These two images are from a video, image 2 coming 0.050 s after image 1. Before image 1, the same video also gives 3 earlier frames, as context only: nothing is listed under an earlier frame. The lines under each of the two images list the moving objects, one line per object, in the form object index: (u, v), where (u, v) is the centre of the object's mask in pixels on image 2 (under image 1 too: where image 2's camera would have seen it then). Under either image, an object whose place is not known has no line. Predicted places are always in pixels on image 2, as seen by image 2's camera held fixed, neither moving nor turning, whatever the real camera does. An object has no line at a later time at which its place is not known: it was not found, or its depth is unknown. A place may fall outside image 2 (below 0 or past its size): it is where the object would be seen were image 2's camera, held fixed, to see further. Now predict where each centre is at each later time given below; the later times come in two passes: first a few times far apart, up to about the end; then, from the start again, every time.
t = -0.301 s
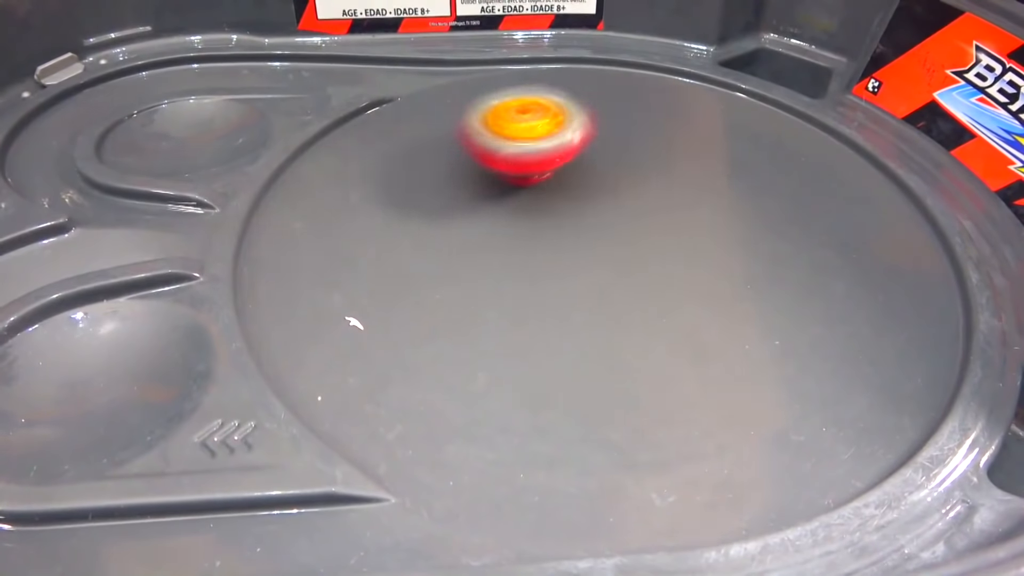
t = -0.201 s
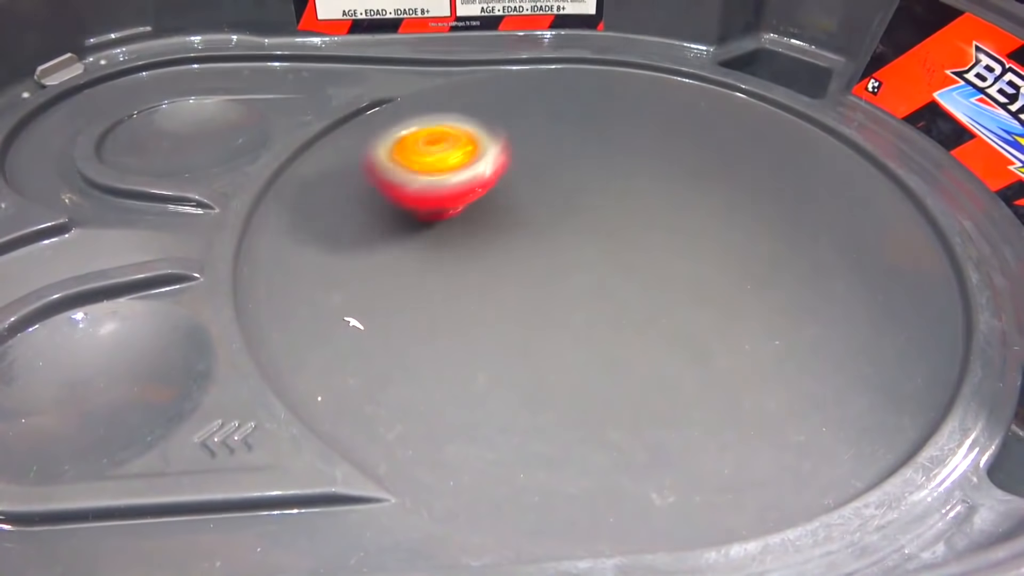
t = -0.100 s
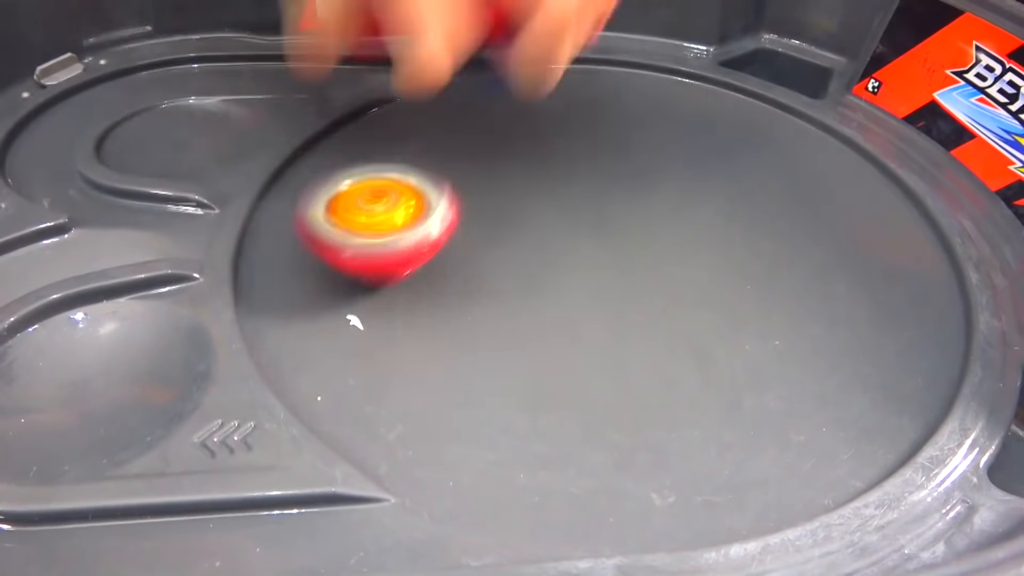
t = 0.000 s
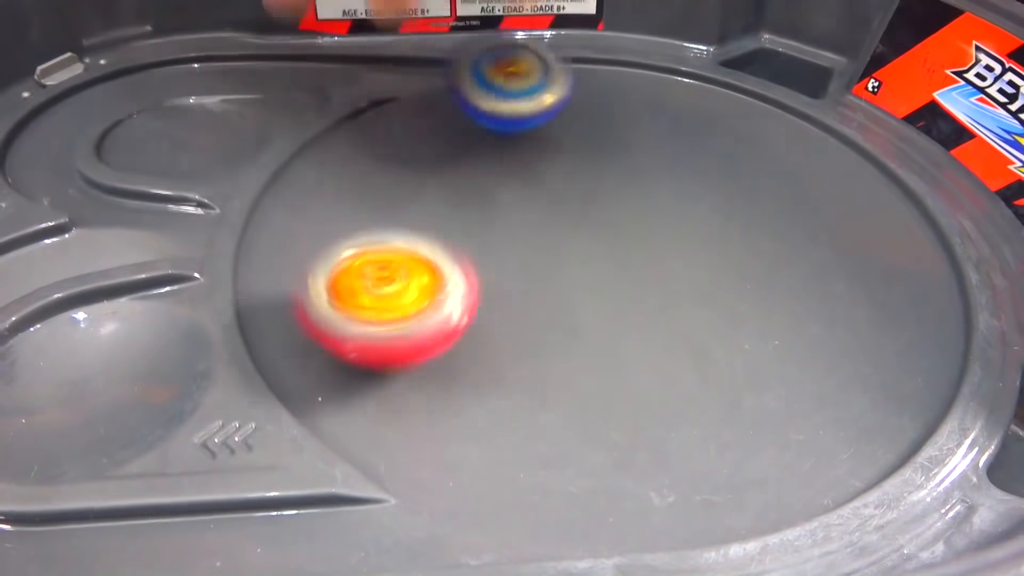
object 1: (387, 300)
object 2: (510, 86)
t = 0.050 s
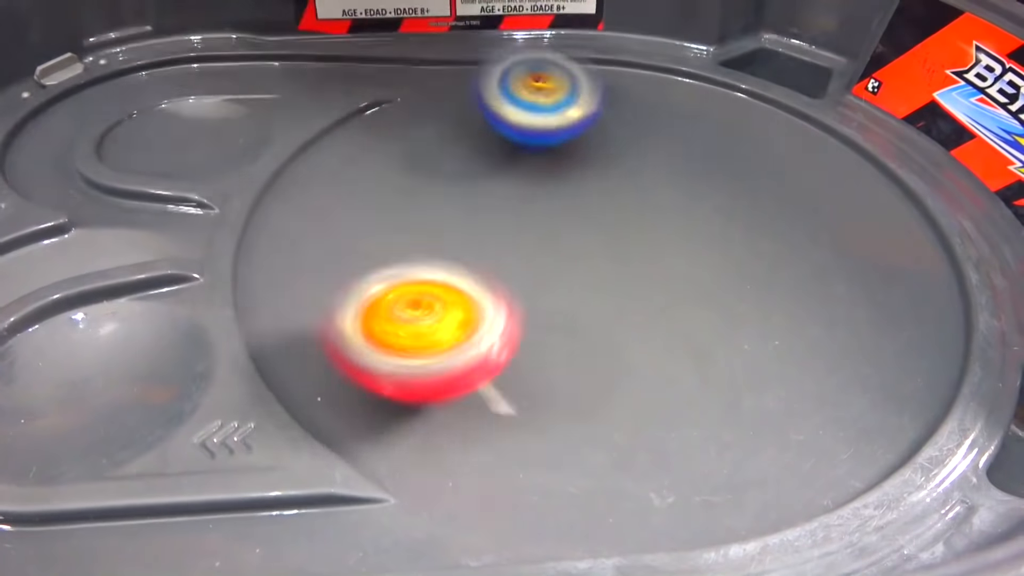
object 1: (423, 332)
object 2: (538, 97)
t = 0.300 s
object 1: (759, 303)
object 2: (720, 139)
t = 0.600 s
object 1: (644, 290)
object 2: (634, 58)
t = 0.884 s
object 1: (433, 328)
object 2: (567, 140)
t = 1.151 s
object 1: (556, 373)
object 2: (738, 56)
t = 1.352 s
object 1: (638, 228)
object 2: (685, 77)
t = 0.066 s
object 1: (440, 340)
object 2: (550, 101)
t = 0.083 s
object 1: (459, 350)
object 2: (563, 103)
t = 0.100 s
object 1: (482, 355)
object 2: (574, 106)
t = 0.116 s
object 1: (505, 362)
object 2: (588, 110)
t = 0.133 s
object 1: (530, 364)
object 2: (601, 112)
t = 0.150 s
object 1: (555, 368)
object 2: (614, 115)
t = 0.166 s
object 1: (582, 367)
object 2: (627, 118)
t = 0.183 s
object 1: (610, 366)
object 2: (639, 122)
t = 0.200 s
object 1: (636, 361)
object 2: (653, 124)
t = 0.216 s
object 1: (660, 356)
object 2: (665, 127)
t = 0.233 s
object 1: (684, 348)
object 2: (677, 130)
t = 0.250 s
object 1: (709, 338)
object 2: (690, 133)
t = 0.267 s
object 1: (728, 327)
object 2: (701, 134)
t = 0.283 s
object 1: (745, 317)
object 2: (711, 136)
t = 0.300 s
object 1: (759, 303)
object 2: (720, 139)
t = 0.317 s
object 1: (772, 288)
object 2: (728, 140)
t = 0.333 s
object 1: (779, 274)
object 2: (735, 142)
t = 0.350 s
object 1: (784, 259)
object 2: (742, 143)
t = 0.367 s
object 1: (787, 246)
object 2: (745, 143)
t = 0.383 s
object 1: (787, 241)
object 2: (750, 138)
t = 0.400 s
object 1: (787, 245)
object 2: (754, 118)
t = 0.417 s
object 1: (786, 258)
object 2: (758, 97)
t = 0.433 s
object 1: (780, 265)
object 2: (760, 82)
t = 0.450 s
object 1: (773, 271)
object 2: (760, 62)
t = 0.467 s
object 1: (762, 278)
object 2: (757, 48)
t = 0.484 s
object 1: (750, 282)
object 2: (744, 44)
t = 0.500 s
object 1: (738, 285)
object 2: (730, 45)
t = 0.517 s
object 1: (724, 289)
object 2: (713, 51)
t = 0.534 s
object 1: (708, 290)
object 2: (697, 50)
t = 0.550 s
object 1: (693, 291)
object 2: (682, 49)
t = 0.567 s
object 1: (676, 292)
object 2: (666, 52)
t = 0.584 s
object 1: (660, 292)
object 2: (649, 56)
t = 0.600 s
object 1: (644, 290)
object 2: (634, 58)
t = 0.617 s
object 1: (630, 289)
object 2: (620, 62)
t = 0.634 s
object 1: (615, 287)
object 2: (608, 66)
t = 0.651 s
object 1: (601, 286)
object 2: (594, 73)
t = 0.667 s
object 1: (587, 285)
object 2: (583, 79)
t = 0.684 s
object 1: (574, 283)
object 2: (573, 86)
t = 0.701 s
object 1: (562, 281)
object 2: (563, 93)
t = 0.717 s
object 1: (549, 280)
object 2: (554, 100)
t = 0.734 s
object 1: (539, 276)
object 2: (546, 108)
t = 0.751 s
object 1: (529, 273)
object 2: (538, 118)
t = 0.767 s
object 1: (520, 271)
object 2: (532, 127)
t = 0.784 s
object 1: (512, 268)
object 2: (528, 138)
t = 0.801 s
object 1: (505, 265)
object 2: (527, 148)
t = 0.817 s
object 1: (498, 263)
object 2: (526, 157)
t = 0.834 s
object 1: (484, 275)
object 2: (532, 158)
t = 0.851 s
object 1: (467, 291)
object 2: (544, 146)
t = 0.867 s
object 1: (449, 310)
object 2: (556, 140)
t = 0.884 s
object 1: (433, 328)
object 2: (567, 140)
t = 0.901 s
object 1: (419, 344)
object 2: (579, 137)
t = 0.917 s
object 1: (407, 360)
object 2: (594, 133)
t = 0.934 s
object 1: (395, 379)
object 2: (610, 126)
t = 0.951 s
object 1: (386, 393)
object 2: (625, 122)
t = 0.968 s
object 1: (381, 406)
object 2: (641, 116)
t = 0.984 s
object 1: (385, 410)
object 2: (654, 111)
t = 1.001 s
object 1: (399, 411)
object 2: (668, 105)
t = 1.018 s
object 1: (414, 417)
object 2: (681, 99)
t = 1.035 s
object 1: (431, 417)
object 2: (695, 93)
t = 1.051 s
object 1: (450, 413)
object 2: (706, 83)
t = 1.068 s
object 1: (469, 411)
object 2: (715, 74)
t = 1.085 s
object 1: (487, 405)
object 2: (722, 72)
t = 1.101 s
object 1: (504, 399)
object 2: (728, 67)
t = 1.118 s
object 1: (522, 391)
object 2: (733, 61)
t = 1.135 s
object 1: (539, 382)
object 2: (737, 58)
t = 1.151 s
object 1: (556, 373)
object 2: (738, 56)
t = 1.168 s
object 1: (571, 363)
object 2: (741, 53)
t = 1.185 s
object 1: (585, 352)
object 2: (741, 51)
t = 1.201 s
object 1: (597, 341)
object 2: (740, 53)
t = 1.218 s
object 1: (608, 329)
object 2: (737, 54)
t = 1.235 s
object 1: (616, 317)
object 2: (733, 54)
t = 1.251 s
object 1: (624, 304)
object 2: (729, 55)
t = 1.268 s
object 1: (629, 291)
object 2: (723, 58)
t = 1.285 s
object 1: (634, 279)
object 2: (716, 61)
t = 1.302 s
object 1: (636, 266)
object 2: (708, 64)
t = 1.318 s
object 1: (638, 253)
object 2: (701, 67)
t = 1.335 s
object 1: (639, 240)
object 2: (692, 72)
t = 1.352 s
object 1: (638, 228)
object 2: (685, 77)
